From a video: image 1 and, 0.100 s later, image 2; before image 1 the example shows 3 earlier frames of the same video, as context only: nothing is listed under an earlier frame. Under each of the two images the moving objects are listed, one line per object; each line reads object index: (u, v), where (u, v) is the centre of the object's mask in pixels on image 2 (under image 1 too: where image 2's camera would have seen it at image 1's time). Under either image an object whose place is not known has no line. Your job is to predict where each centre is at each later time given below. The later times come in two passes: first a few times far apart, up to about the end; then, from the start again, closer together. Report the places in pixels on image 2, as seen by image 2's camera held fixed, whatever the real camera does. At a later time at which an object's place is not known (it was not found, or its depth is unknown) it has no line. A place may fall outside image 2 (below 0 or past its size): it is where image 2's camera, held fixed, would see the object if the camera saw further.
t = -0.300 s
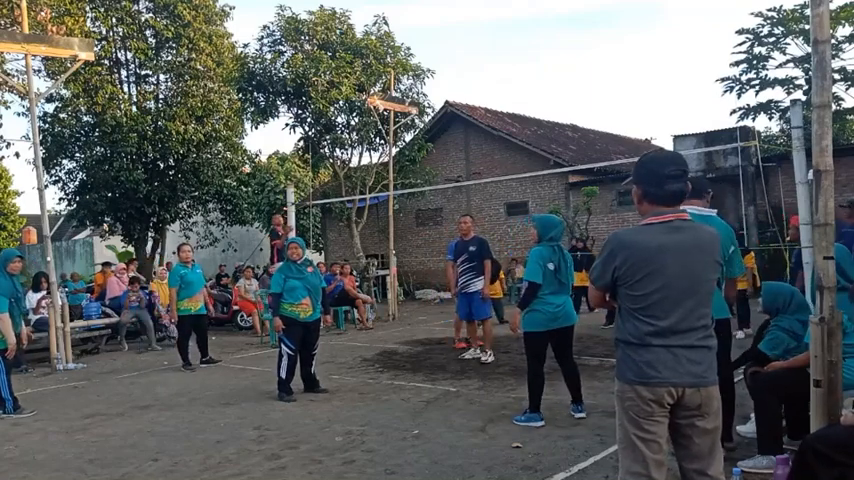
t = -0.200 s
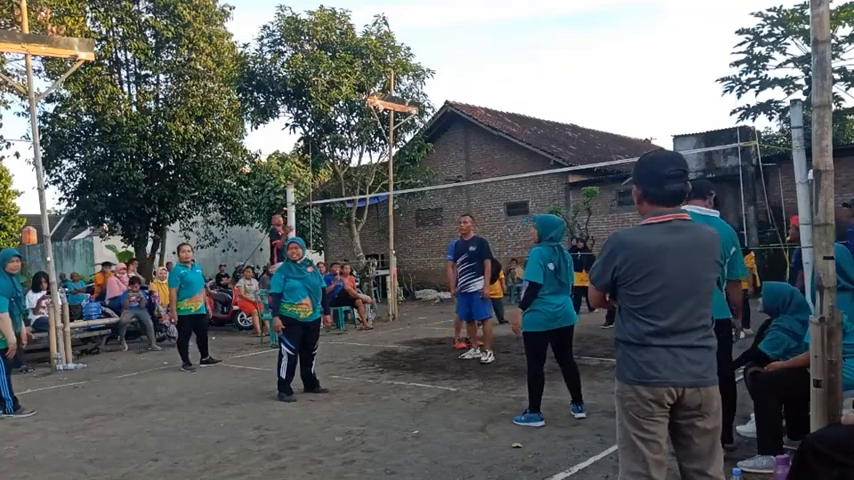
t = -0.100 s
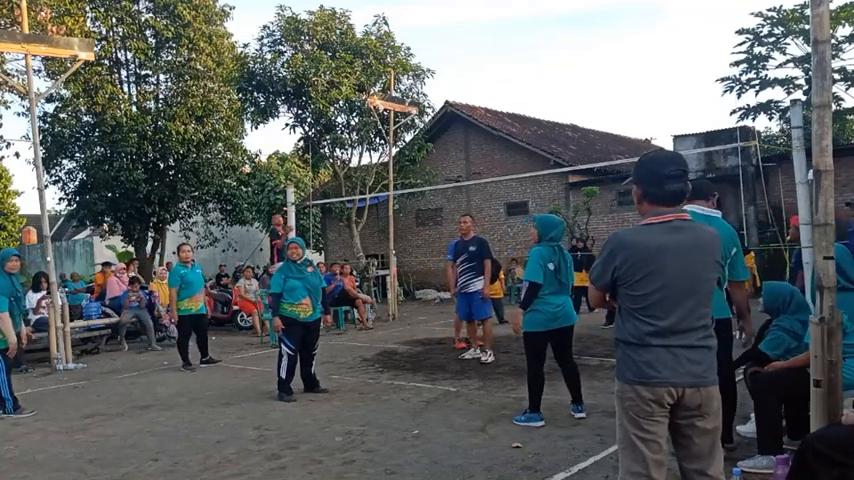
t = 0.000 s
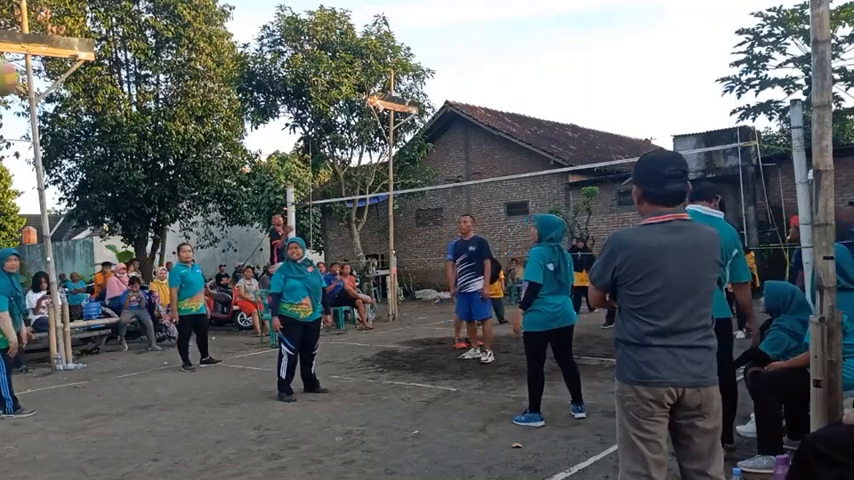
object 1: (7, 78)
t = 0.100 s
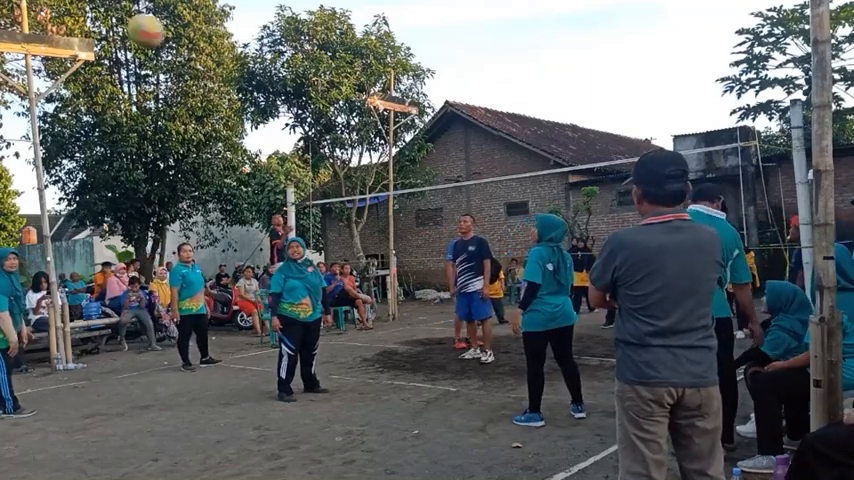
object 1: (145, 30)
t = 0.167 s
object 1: (217, 14)
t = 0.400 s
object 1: (374, 5)
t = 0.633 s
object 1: (469, 34)
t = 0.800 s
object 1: (518, 76)
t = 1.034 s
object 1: (571, 156)
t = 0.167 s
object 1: (217, 14)
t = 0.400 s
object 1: (374, 5)
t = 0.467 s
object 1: (406, 8)
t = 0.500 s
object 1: (420, 10)
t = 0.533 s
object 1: (433, 15)
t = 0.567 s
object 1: (446, 21)
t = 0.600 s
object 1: (458, 27)
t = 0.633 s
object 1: (469, 34)
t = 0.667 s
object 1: (480, 41)
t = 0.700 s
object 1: (490, 49)
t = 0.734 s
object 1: (500, 58)
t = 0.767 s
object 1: (509, 67)
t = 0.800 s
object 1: (518, 76)
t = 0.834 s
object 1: (527, 87)
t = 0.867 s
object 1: (534, 97)
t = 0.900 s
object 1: (542, 108)
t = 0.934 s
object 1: (550, 120)
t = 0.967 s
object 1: (557, 131)
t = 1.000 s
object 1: (564, 143)
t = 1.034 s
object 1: (571, 156)
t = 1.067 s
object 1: (577, 170)
